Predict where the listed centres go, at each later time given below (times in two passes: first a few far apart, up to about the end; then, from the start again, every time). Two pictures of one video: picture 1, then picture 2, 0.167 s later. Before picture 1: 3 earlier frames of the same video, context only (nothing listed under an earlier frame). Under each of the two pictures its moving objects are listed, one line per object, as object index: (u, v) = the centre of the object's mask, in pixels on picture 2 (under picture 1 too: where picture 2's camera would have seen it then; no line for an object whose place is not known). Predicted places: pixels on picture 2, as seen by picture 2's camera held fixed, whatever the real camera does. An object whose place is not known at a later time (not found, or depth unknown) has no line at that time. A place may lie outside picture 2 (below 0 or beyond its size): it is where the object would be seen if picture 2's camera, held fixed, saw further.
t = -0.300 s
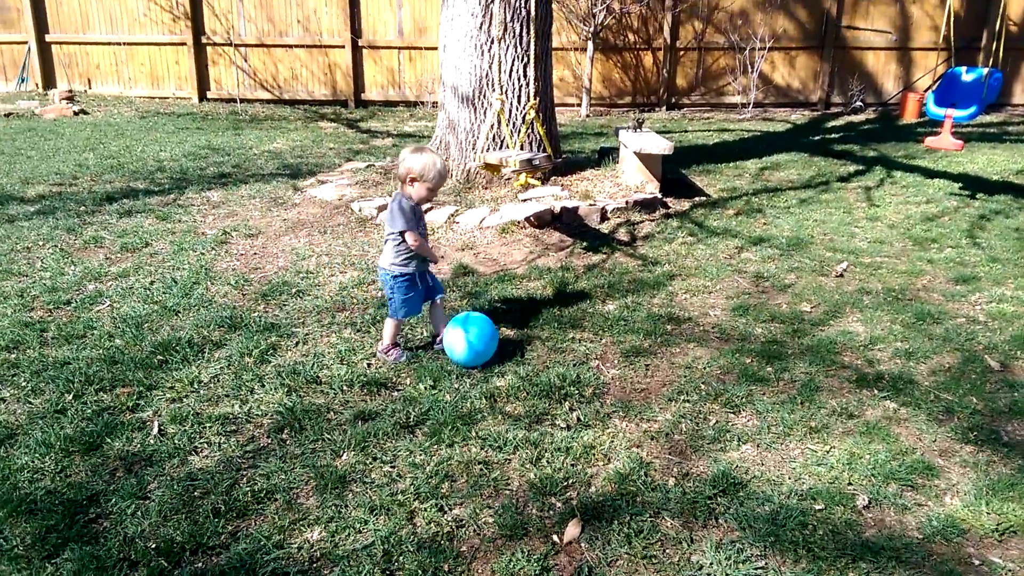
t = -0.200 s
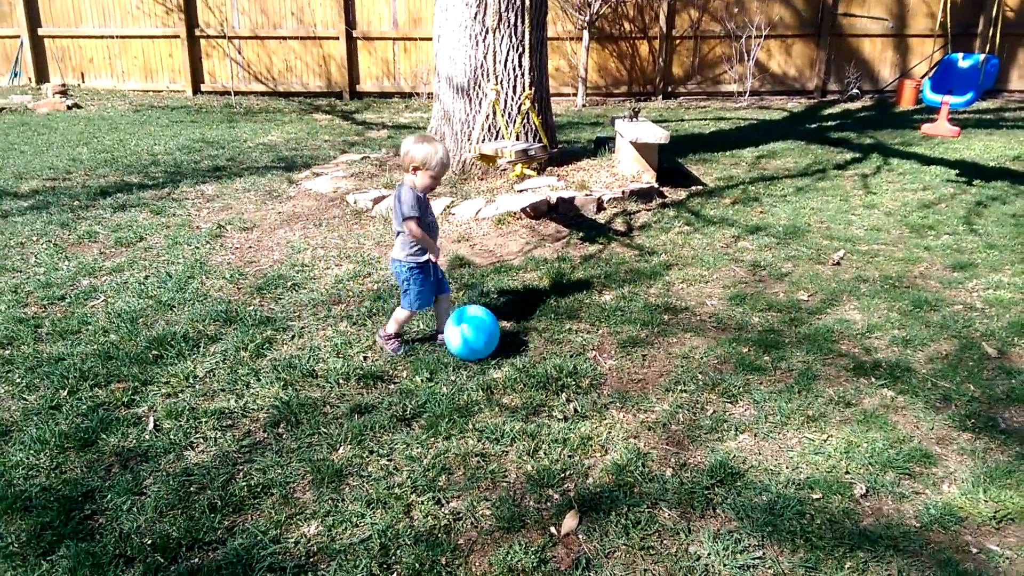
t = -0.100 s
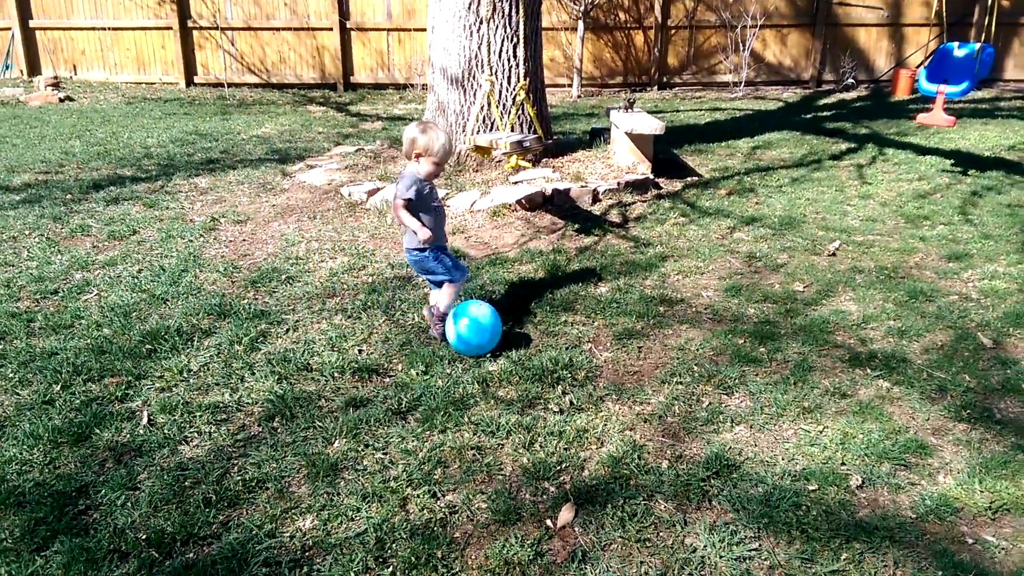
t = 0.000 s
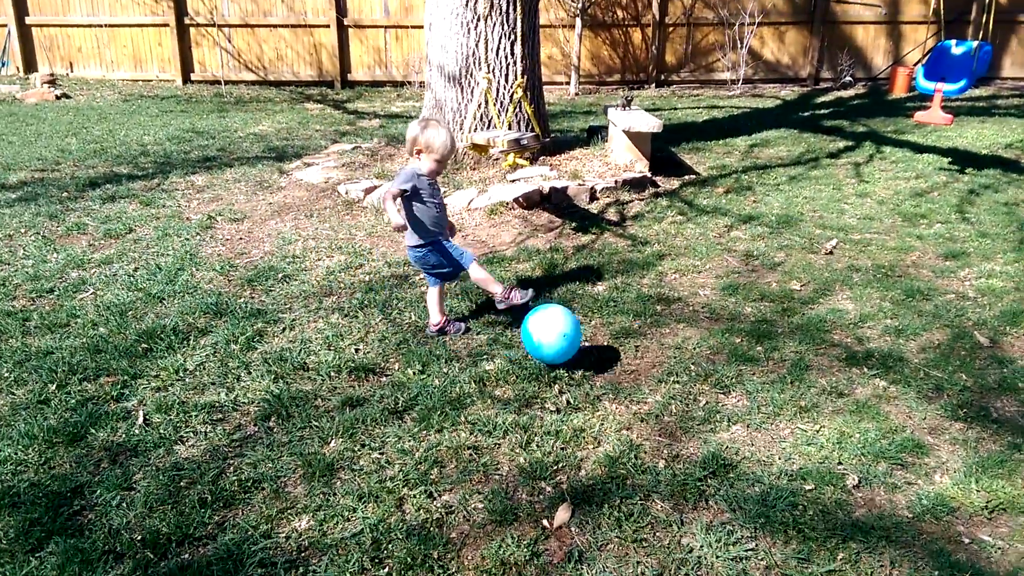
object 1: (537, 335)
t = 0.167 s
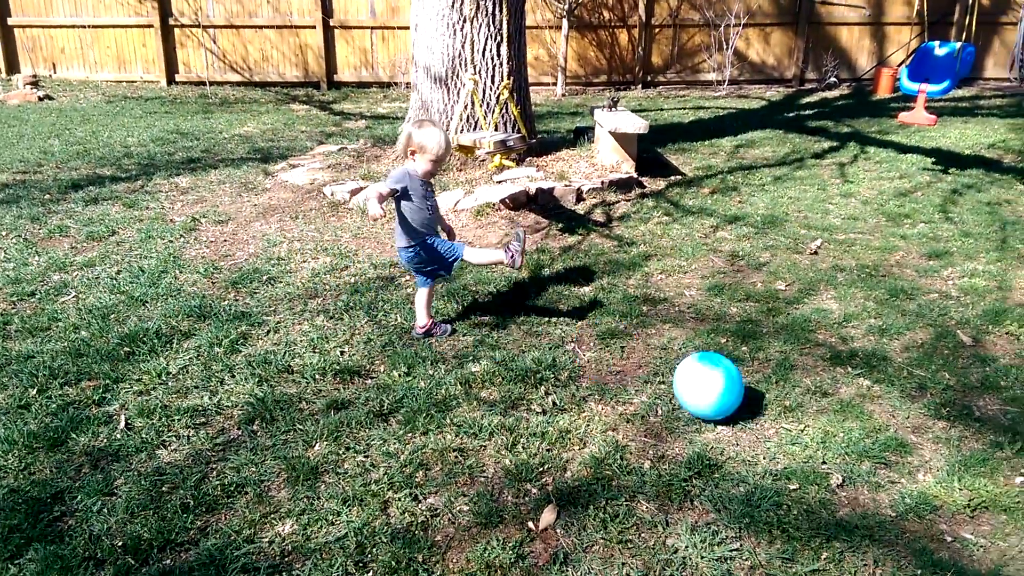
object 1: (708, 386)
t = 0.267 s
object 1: (775, 388)
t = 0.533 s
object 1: (976, 440)
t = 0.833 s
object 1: (1217, 497)
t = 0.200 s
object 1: (730, 385)
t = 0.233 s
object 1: (752, 385)
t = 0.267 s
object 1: (775, 388)
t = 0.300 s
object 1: (799, 393)
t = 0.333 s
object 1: (823, 403)
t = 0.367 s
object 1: (849, 415)
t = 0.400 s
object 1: (875, 419)
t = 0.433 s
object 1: (900, 422)
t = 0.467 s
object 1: (926, 428)
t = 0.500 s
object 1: (951, 435)
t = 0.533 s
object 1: (976, 440)
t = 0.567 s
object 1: (1003, 443)
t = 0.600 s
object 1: (1031, 450)
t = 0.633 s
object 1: (1059, 460)
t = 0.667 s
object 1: (1087, 467)
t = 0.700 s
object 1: (1114, 470)
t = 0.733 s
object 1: (1141, 476)
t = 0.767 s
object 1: (1167, 485)
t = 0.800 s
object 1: (1192, 495)
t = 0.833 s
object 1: (1217, 497)
